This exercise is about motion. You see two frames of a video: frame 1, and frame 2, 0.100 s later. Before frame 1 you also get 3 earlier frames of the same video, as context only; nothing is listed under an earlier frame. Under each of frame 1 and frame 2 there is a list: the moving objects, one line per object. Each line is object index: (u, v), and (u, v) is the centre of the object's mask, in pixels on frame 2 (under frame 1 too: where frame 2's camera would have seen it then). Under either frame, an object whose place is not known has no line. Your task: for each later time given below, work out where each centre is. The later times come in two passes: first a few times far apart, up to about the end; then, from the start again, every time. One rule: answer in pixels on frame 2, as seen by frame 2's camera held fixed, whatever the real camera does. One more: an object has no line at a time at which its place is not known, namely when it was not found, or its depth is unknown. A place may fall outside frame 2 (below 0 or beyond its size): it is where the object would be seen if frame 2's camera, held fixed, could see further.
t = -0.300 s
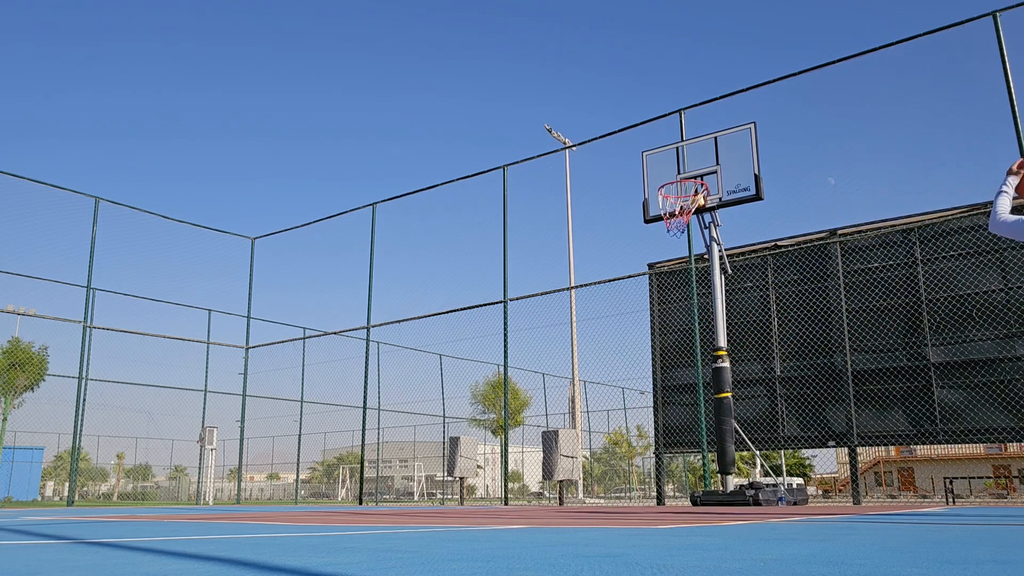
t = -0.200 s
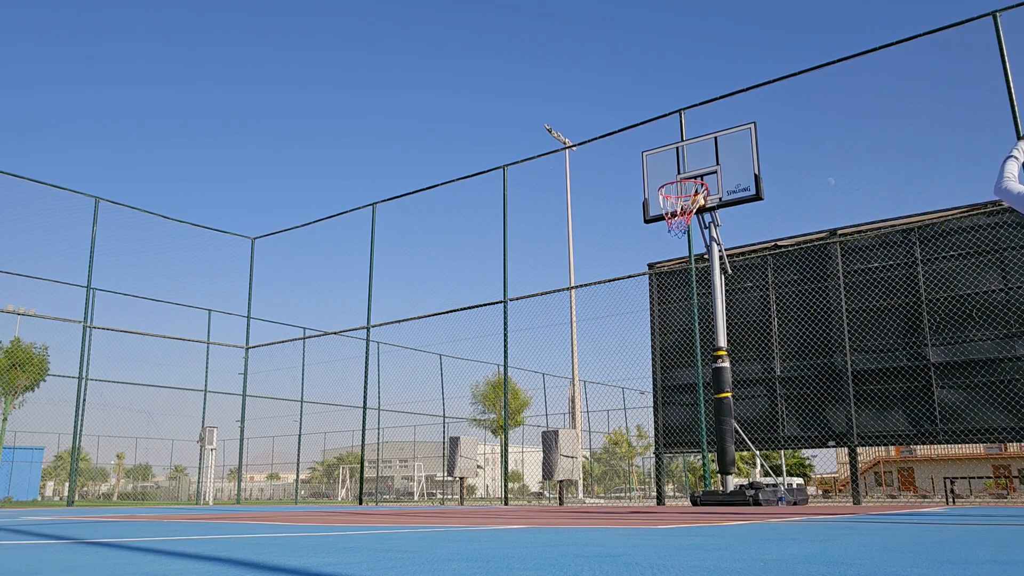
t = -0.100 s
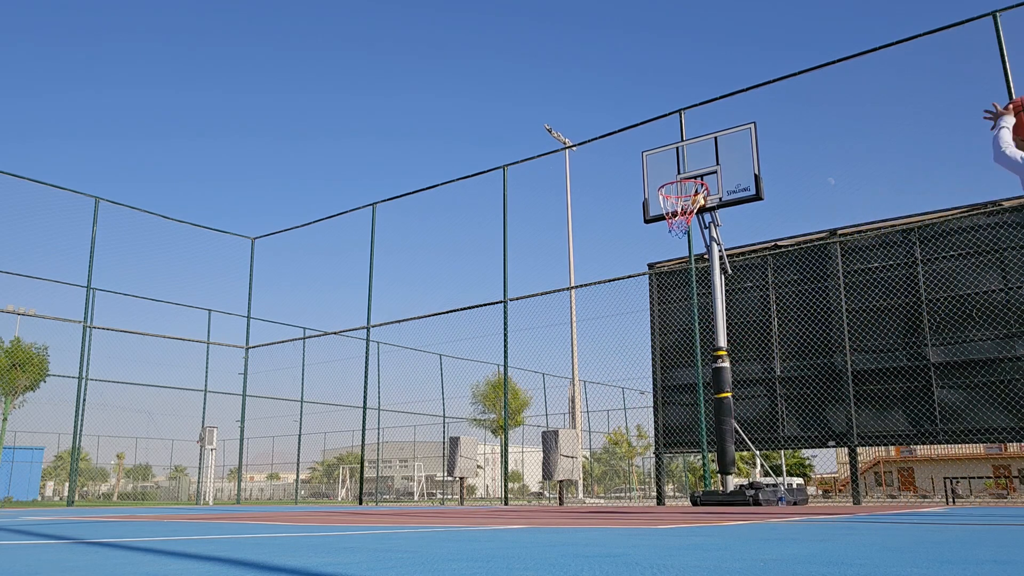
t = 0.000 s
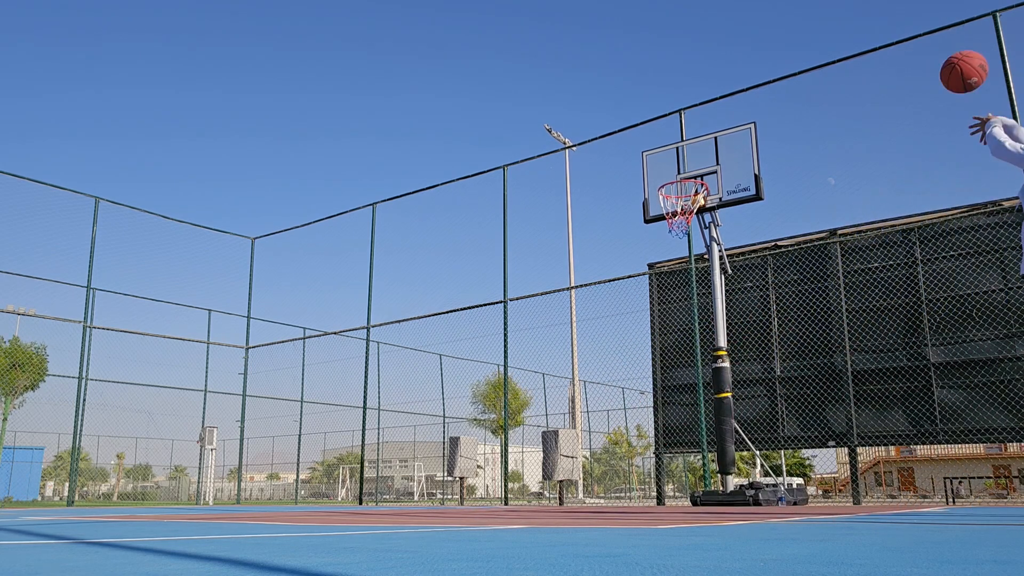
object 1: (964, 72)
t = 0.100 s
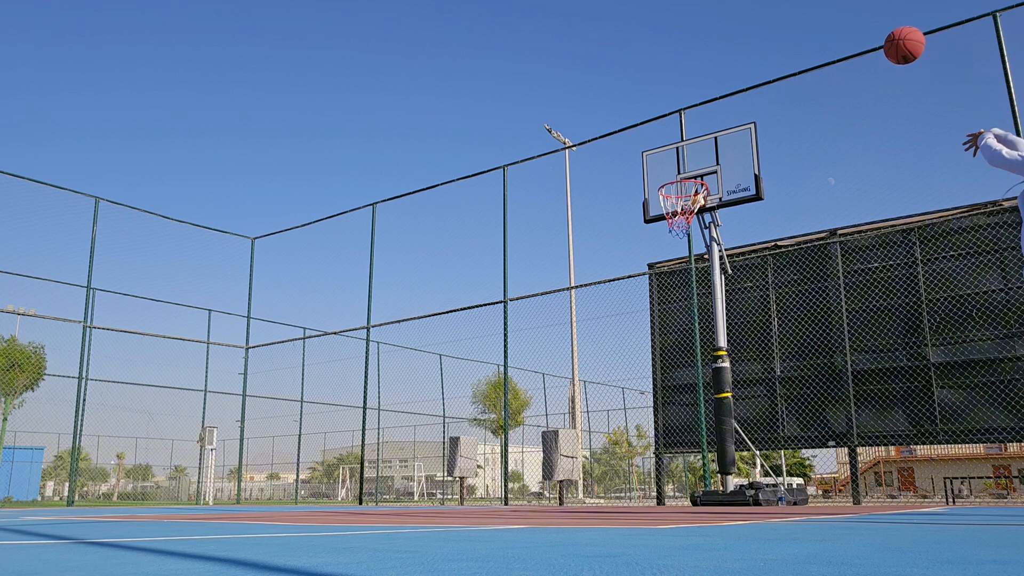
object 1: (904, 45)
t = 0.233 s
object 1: (845, 35)
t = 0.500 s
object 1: (766, 72)
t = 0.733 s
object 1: (720, 147)
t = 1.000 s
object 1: (678, 196)
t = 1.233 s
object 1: (684, 226)
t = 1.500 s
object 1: (686, 294)
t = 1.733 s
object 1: (690, 416)
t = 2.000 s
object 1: (682, 409)
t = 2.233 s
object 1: (667, 322)
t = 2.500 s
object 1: (652, 290)
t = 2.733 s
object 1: (641, 321)
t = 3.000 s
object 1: (630, 435)
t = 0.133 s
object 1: (887, 40)
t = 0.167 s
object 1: (872, 37)
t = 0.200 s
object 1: (858, 36)
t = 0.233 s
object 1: (845, 35)
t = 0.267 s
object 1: (832, 36)
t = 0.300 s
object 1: (821, 39)
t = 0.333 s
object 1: (810, 42)
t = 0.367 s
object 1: (800, 46)
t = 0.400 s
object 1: (791, 51)
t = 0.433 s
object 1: (782, 57)
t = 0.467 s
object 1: (773, 65)
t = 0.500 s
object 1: (766, 72)
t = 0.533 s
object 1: (758, 81)
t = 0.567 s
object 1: (751, 91)
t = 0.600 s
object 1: (744, 101)
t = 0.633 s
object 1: (738, 111)
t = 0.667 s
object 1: (731, 123)
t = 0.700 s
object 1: (726, 135)
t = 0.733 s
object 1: (720, 147)
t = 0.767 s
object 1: (712, 153)
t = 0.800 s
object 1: (703, 158)
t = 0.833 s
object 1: (694, 165)
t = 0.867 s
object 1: (685, 171)
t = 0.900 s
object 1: (675, 181)
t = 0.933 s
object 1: (676, 185)
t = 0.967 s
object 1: (677, 191)
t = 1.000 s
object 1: (678, 196)
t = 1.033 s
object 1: (680, 206)
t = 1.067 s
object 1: (679, 209)
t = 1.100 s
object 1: (683, 213)
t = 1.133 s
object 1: (683, 217)
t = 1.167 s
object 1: (683, 220)
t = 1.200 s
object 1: (684, 223)
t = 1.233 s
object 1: (684, 226)
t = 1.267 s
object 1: (683, 232)
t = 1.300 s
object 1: (684, 237)
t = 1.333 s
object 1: (684, 243)
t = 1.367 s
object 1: (684, 251)
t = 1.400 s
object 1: (685, 260)
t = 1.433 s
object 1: (685, 270)
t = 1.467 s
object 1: (685, 281)
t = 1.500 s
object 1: (686, 294)
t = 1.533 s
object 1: (686, 307)
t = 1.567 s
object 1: (687, 322)
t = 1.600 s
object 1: (687, 339)
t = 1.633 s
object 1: (688, 355)
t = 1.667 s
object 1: (688, 374)
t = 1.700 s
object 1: (689, 394)
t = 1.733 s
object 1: (690, 416)
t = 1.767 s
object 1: (691, 439)
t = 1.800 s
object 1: (692, 463)
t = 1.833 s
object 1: (693, 489)
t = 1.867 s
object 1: (692, 484)
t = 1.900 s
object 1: (689, 463)
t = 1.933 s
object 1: (687, 444)
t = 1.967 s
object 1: (684, 426)
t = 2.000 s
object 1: (682, 409)
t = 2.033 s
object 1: (680, 393)
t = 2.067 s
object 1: (678, 378)
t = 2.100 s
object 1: (676, 365)
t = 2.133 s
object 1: (673, 352)
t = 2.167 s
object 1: (671, 341)
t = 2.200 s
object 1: (669, 331)
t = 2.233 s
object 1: (667, 322)
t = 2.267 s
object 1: (665, 314)
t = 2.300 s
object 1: (663, 307)
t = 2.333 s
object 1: (661, 302)
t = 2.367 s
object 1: (659, 297)
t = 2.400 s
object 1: (657, 294)
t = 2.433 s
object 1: (655, 291)
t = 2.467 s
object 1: (654, 290)
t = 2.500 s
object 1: (652, 290)
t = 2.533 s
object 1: (651, 291)
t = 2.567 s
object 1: (649, 293)
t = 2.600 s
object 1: (647, 296)
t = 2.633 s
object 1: (646, 301)
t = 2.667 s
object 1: (644, 306)
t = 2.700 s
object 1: (643, 313)
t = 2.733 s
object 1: (641, 321)
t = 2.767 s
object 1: (640, 331)
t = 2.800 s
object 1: (638, 341)
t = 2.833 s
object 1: (637, 353)
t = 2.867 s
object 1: (635, 367)
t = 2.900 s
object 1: (634, 382)
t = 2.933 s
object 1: (633, 398)
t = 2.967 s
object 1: (631, 416)
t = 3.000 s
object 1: (630, 435)
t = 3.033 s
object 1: (628, 456)
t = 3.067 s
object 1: (627, 479)
